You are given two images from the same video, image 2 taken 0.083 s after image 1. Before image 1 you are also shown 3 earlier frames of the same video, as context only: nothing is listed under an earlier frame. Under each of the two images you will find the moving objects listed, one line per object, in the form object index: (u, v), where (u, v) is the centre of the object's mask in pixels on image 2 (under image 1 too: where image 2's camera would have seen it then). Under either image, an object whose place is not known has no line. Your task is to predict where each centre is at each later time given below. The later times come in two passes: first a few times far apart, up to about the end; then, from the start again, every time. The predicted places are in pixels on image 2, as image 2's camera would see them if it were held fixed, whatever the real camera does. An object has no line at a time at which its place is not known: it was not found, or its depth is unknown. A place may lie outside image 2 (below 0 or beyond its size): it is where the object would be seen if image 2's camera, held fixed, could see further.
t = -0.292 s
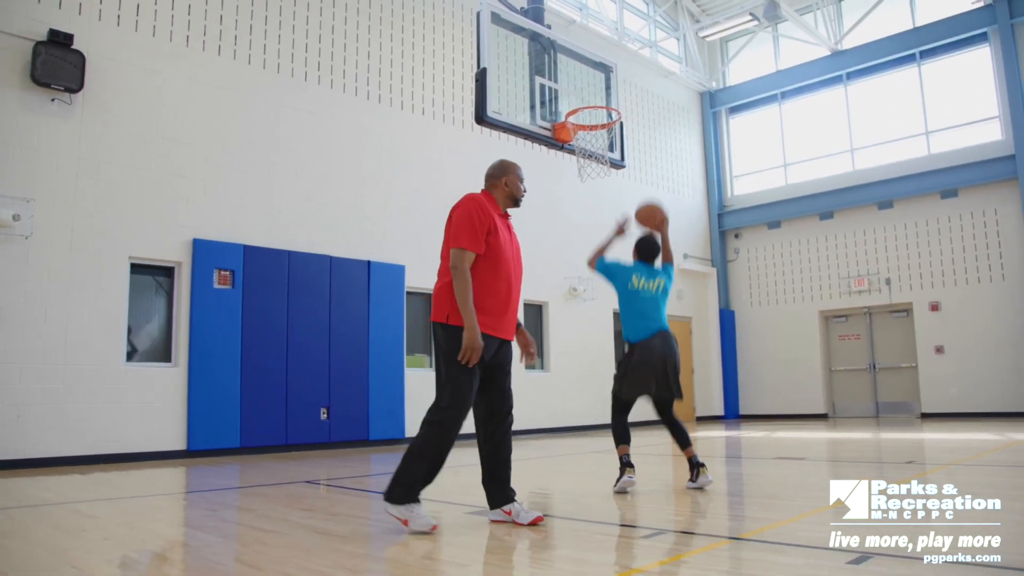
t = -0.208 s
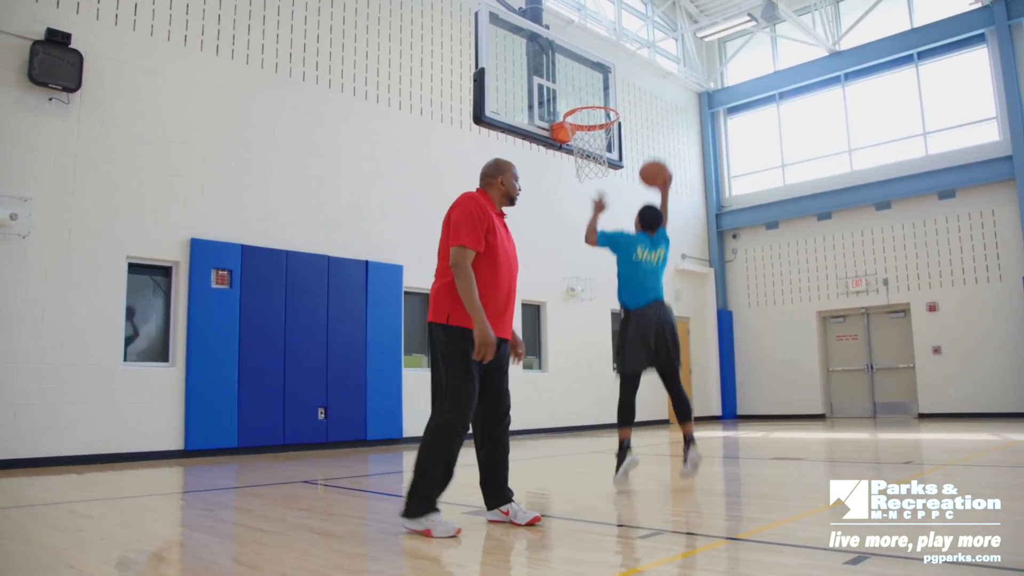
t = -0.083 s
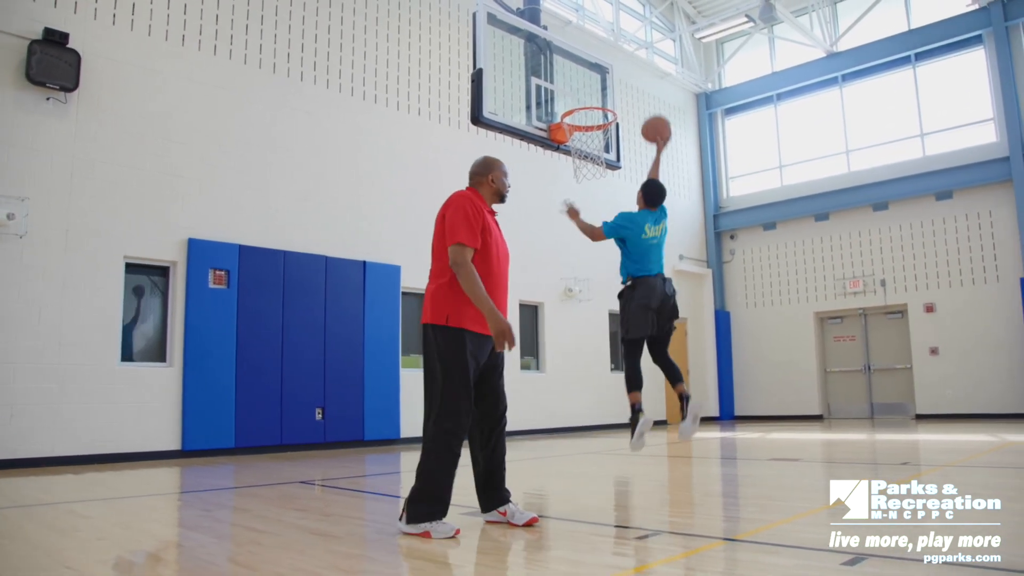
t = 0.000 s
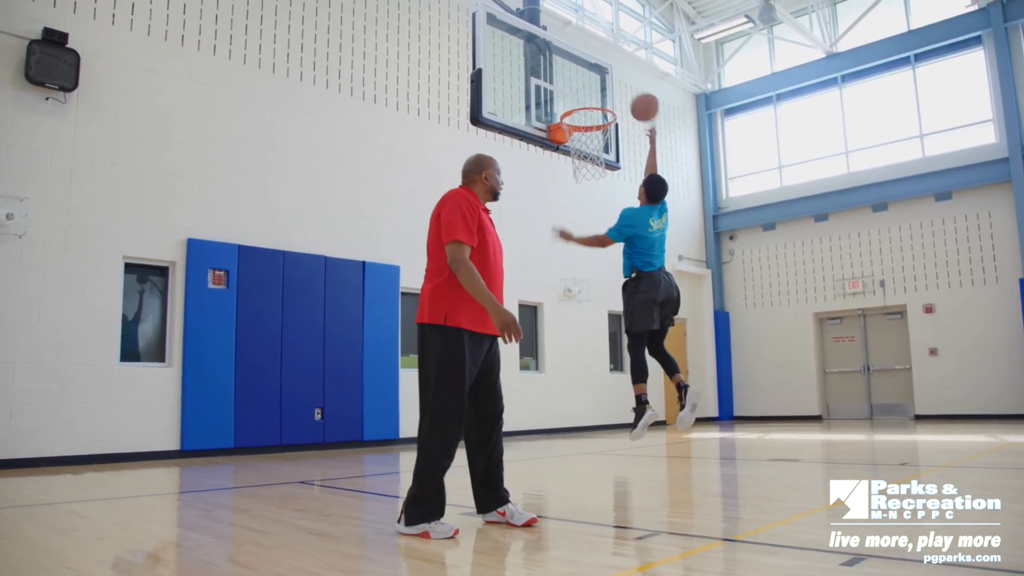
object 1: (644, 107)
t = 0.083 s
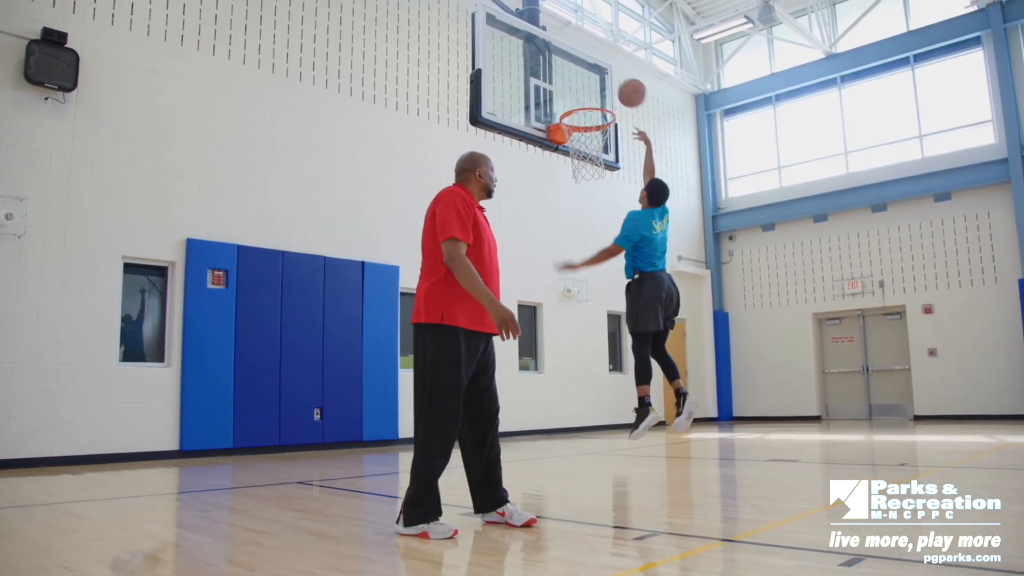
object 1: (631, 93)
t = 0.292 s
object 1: (604, 91)
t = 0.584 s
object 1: (574, 156)
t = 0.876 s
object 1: (574, 248)
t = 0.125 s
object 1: (626, 89)
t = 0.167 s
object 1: (620, 87)
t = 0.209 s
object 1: (614, 86)
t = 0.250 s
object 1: (609, 88)
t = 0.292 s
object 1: (604, 91)
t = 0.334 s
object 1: (599, 96)
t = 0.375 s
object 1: (594, 102)
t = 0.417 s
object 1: (589, 111)
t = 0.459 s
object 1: (584, 121)
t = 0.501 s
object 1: (580, 133)
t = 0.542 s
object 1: (577, 147)
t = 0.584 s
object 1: (574, 156)
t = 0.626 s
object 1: (573, 164)
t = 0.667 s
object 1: (574, 175)
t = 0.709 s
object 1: (574, 184)
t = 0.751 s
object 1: (574, 197)
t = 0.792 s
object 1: (574, 212)
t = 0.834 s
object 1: (574, 228)
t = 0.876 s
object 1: (574, 248)
